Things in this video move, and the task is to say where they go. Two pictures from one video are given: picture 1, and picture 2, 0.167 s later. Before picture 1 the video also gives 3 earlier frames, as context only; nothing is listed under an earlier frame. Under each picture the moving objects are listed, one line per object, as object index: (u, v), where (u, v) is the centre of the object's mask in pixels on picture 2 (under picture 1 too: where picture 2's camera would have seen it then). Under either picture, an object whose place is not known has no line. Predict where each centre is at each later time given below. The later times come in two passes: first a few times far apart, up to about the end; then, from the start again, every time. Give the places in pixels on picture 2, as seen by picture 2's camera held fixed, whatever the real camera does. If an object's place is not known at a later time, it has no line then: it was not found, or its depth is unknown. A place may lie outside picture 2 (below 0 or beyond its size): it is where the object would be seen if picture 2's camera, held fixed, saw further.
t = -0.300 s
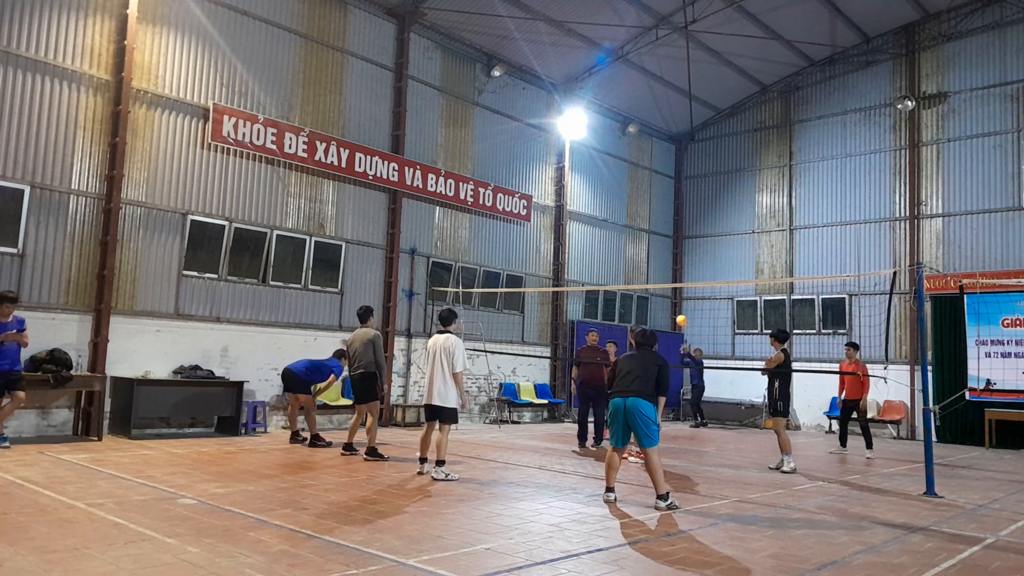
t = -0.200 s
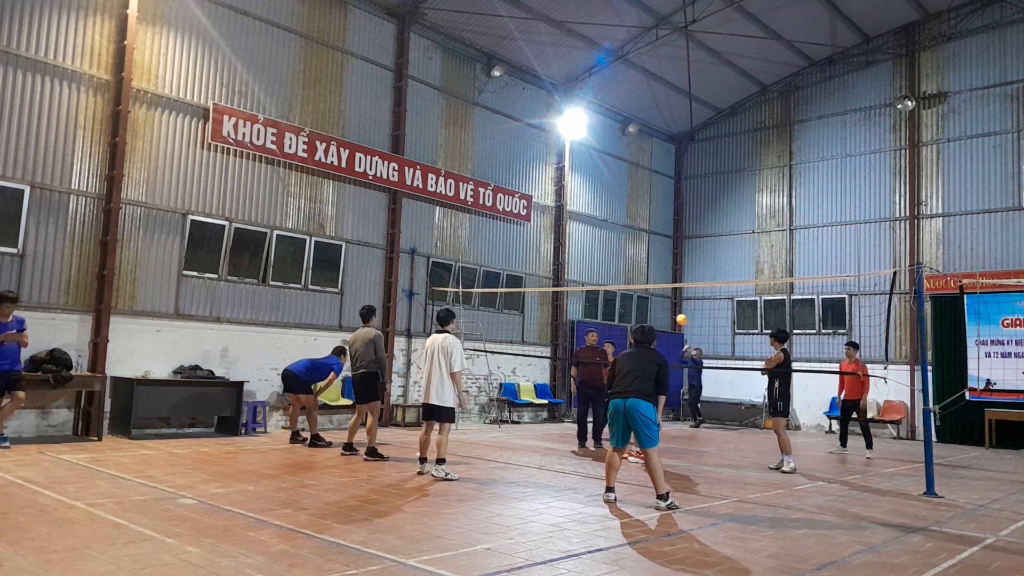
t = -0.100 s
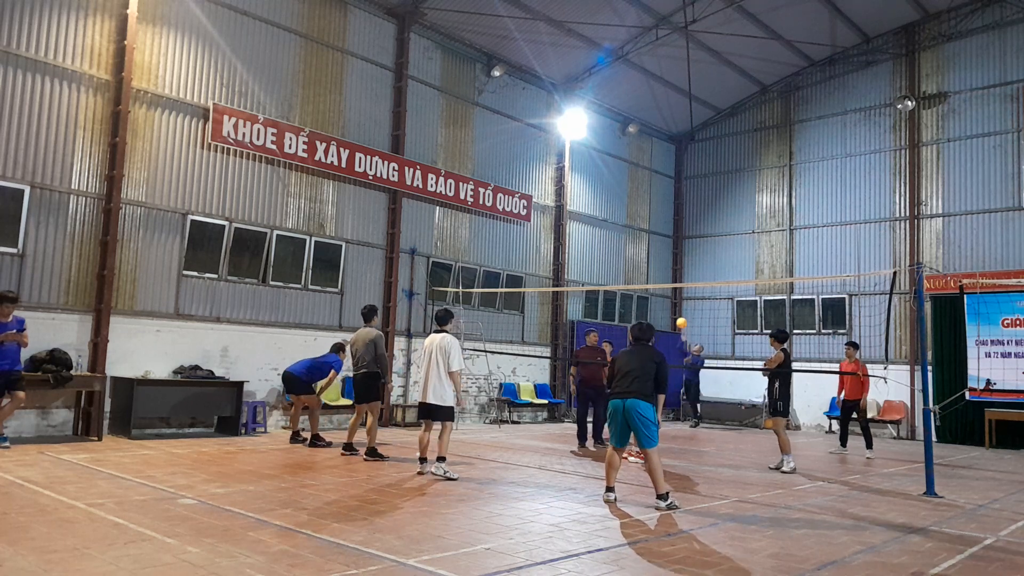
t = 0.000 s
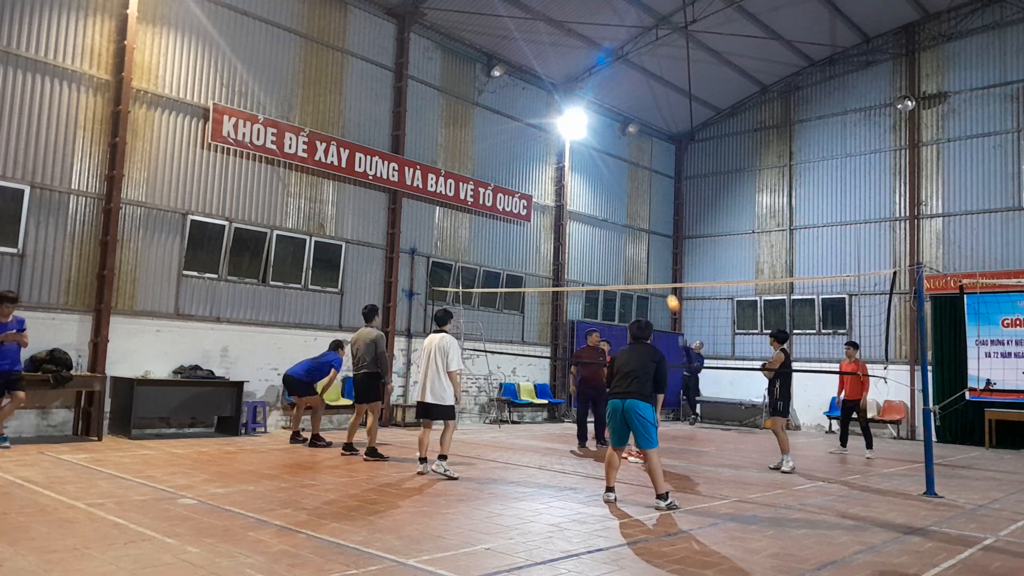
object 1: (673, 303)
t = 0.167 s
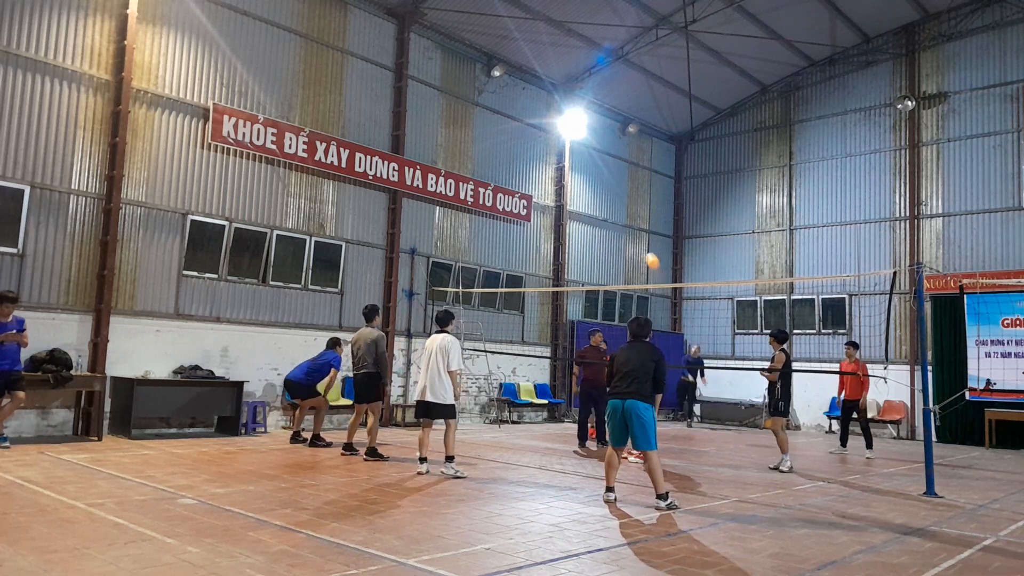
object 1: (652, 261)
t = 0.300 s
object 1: (633, 235)
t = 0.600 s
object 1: (584, 211)
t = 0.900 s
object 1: (514, 254)
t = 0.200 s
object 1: (648, 254)
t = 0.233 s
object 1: (643, 247)
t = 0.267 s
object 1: (638, 240)
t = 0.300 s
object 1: (633, 235)
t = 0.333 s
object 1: (628, 230)
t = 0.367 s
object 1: (623, 225)
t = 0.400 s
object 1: (617, 221)
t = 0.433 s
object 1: (612, 218)
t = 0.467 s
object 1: (607, 215)
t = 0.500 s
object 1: (601, 213)
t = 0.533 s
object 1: (595, 212)
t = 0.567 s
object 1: (590, 211)
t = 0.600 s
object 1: (584, 211)
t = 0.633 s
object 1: (577, 212)
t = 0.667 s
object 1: (570, 214)
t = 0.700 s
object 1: (563, 216)
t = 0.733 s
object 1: (556, 220)
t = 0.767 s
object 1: (549, 224)
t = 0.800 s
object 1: (541, 230)
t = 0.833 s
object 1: (532, 237)
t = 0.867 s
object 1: (523, 245)
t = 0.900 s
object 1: (514, 254)
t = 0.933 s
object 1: (505, 265)
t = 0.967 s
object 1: (495, 277)
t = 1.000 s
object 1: (485, 292)
